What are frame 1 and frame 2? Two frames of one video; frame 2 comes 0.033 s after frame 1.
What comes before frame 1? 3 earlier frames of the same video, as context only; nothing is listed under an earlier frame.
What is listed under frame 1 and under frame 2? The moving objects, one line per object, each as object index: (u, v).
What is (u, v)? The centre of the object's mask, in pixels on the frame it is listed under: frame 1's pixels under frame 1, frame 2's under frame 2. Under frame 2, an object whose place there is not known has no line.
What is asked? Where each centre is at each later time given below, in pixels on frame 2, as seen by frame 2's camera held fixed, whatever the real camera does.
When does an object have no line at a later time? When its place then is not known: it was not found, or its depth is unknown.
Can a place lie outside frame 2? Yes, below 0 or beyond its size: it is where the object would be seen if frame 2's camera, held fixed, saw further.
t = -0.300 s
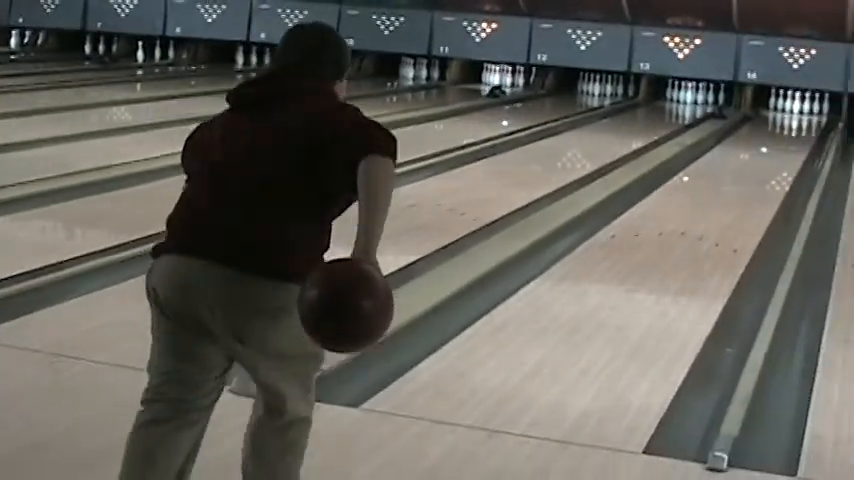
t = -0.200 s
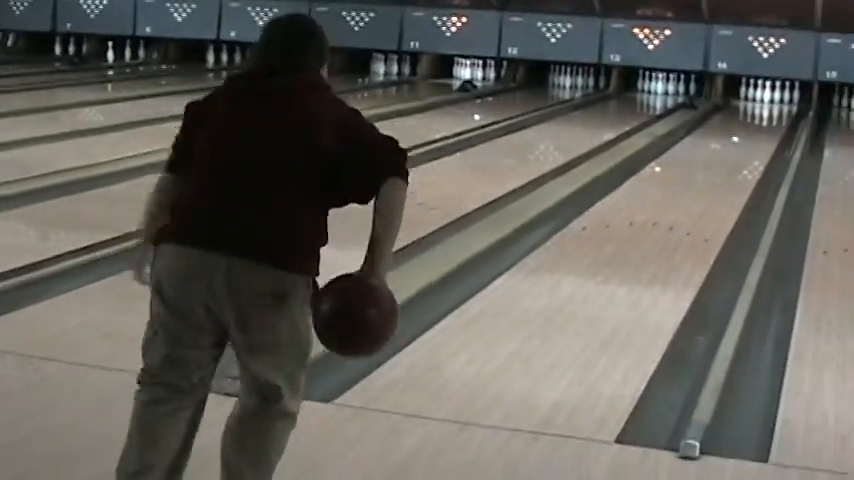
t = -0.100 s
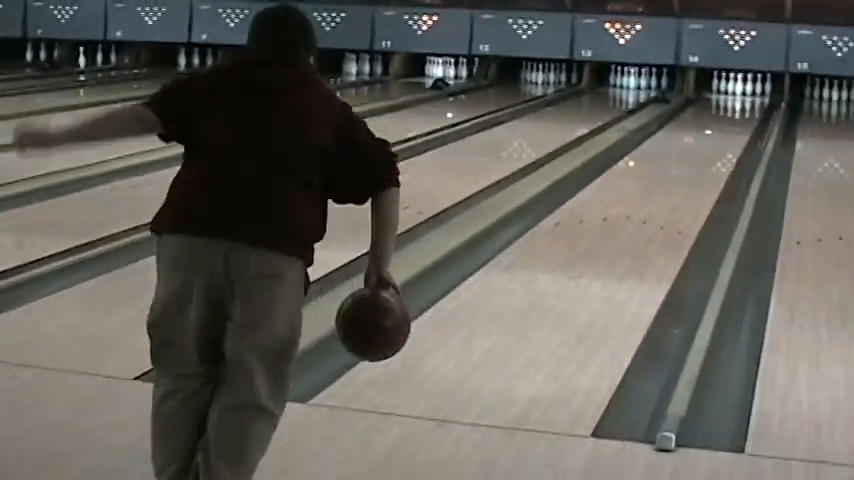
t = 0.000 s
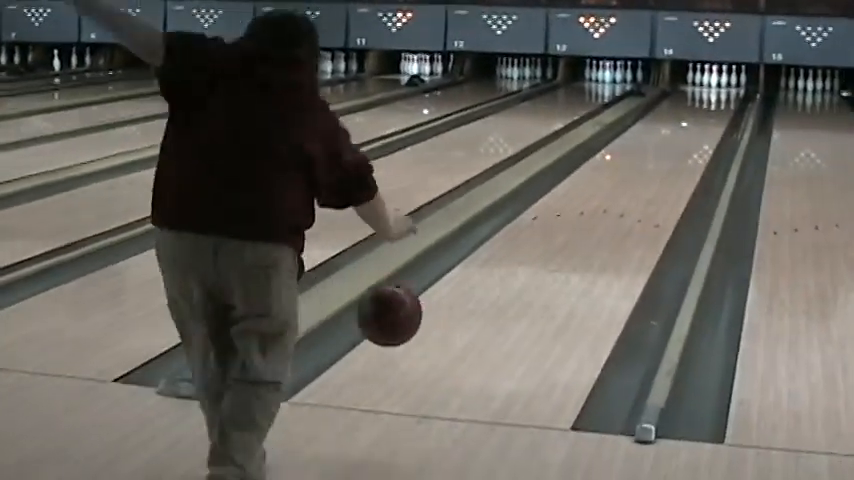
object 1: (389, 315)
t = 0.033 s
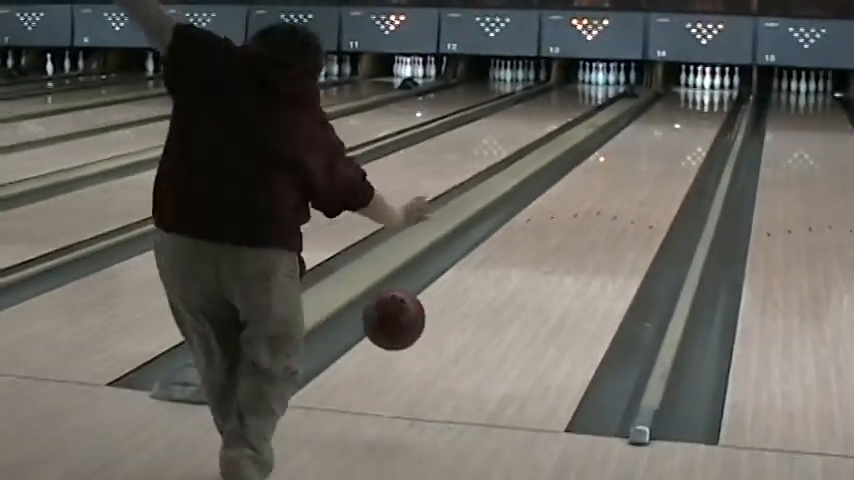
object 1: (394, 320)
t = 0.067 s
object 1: (406, 321)
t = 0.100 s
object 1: (414, 329)
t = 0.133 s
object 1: (424, 339)
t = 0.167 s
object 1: (431, 349)
